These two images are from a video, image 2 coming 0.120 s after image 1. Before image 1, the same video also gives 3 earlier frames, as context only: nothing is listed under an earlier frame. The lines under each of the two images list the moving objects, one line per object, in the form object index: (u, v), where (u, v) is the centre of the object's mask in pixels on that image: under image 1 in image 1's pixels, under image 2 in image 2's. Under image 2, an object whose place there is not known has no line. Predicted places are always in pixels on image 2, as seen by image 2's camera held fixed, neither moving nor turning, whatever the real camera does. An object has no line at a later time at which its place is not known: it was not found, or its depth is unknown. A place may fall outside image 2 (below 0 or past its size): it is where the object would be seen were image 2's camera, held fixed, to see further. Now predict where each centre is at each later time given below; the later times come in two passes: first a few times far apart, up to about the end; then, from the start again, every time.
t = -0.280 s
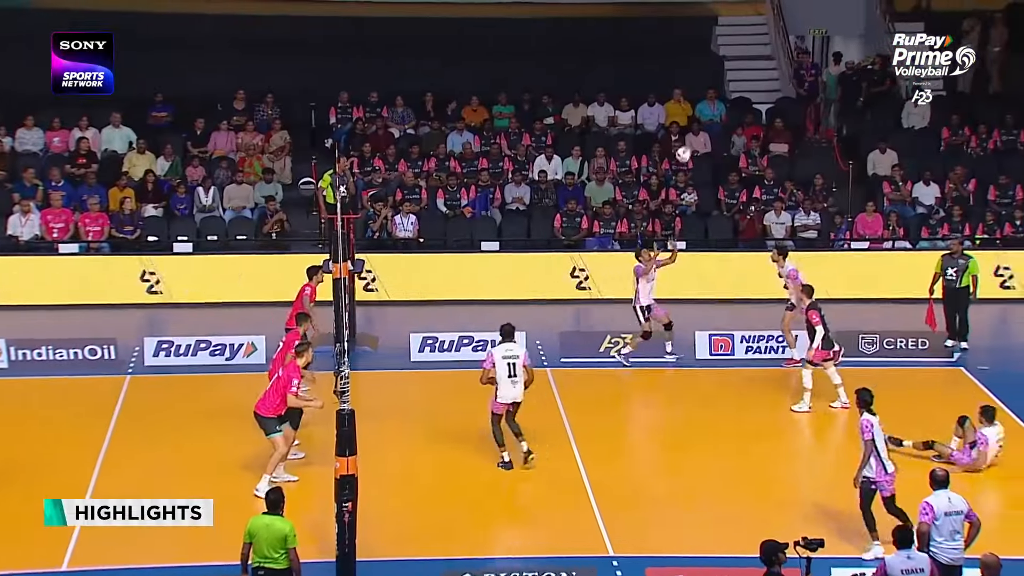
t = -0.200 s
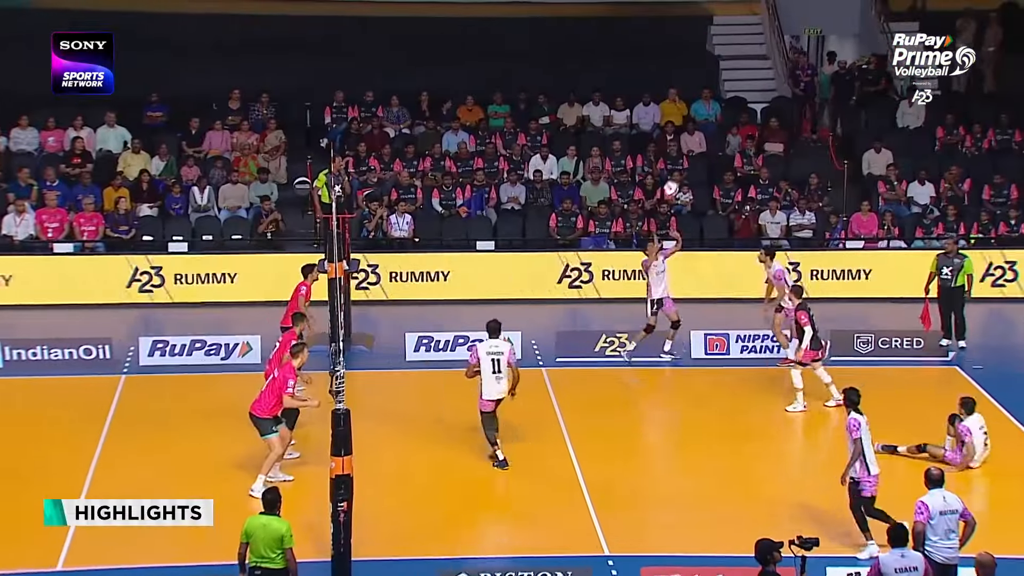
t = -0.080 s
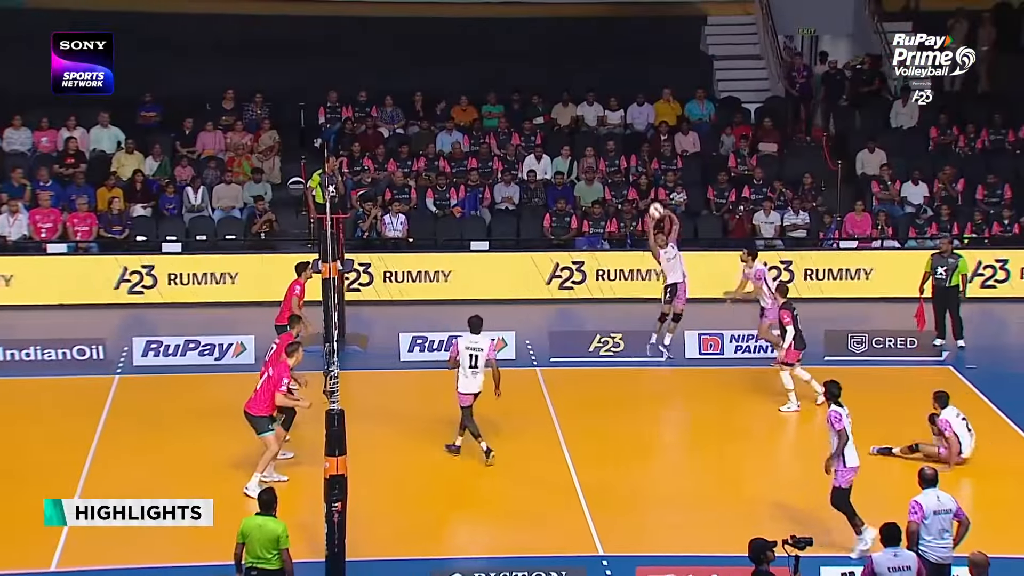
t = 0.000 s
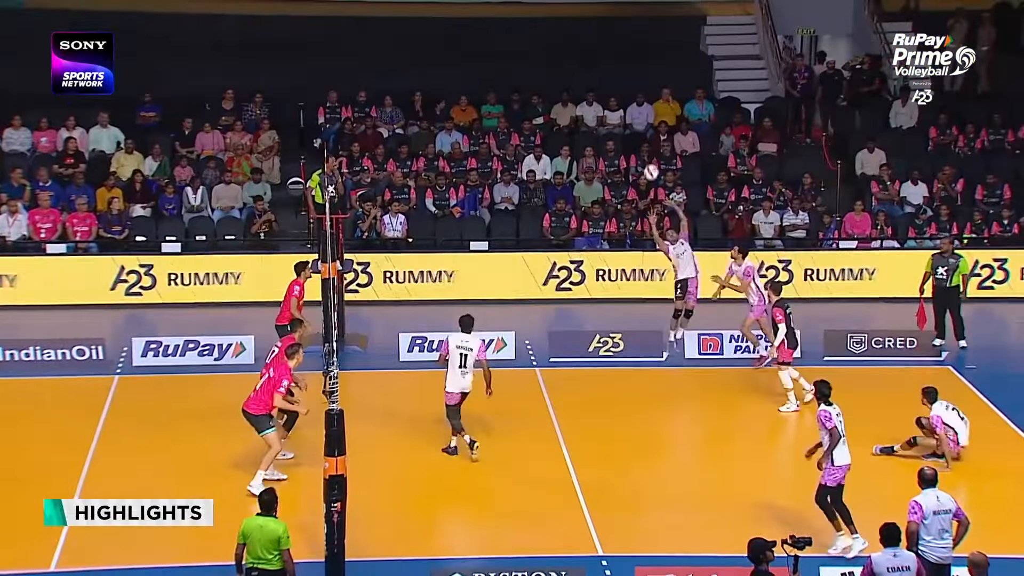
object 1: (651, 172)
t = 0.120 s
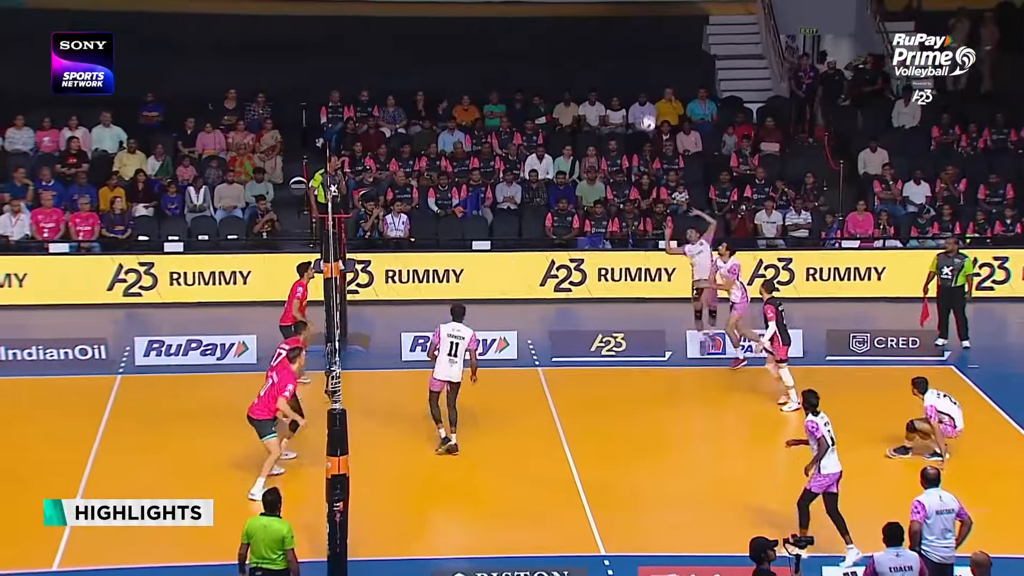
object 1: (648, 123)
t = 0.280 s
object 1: (643, 74)
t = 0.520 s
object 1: (635, 32)
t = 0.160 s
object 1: (647, 109)
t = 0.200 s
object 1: (645, 96)
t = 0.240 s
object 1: (644, 85)
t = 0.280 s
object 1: (643, 74)
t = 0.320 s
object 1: (641, 64)
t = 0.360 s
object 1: (641, 55)
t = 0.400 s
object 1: (639, 48)
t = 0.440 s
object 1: (638, 42)
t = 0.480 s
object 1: (636, 36)
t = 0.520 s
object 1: (635, 32)
